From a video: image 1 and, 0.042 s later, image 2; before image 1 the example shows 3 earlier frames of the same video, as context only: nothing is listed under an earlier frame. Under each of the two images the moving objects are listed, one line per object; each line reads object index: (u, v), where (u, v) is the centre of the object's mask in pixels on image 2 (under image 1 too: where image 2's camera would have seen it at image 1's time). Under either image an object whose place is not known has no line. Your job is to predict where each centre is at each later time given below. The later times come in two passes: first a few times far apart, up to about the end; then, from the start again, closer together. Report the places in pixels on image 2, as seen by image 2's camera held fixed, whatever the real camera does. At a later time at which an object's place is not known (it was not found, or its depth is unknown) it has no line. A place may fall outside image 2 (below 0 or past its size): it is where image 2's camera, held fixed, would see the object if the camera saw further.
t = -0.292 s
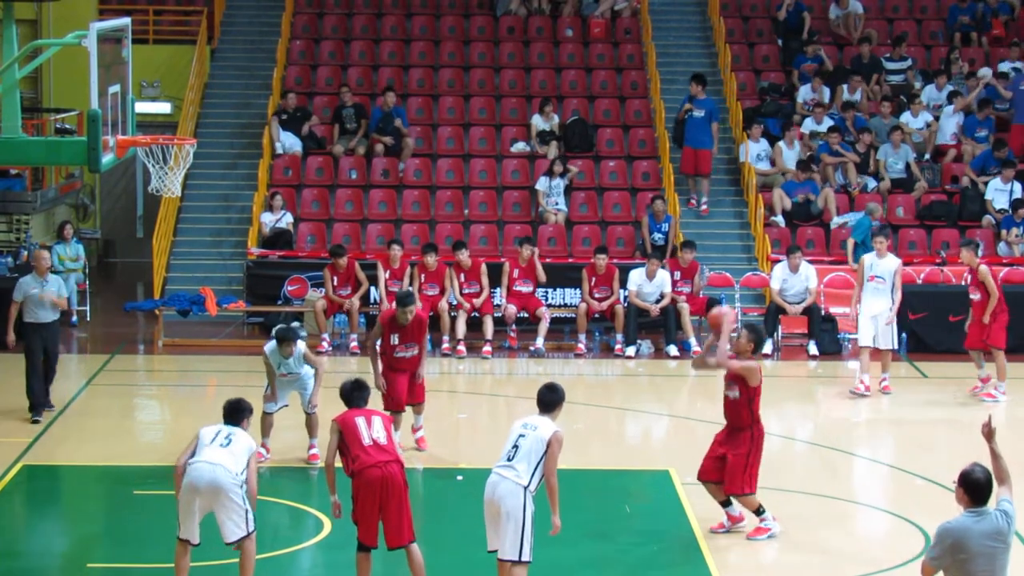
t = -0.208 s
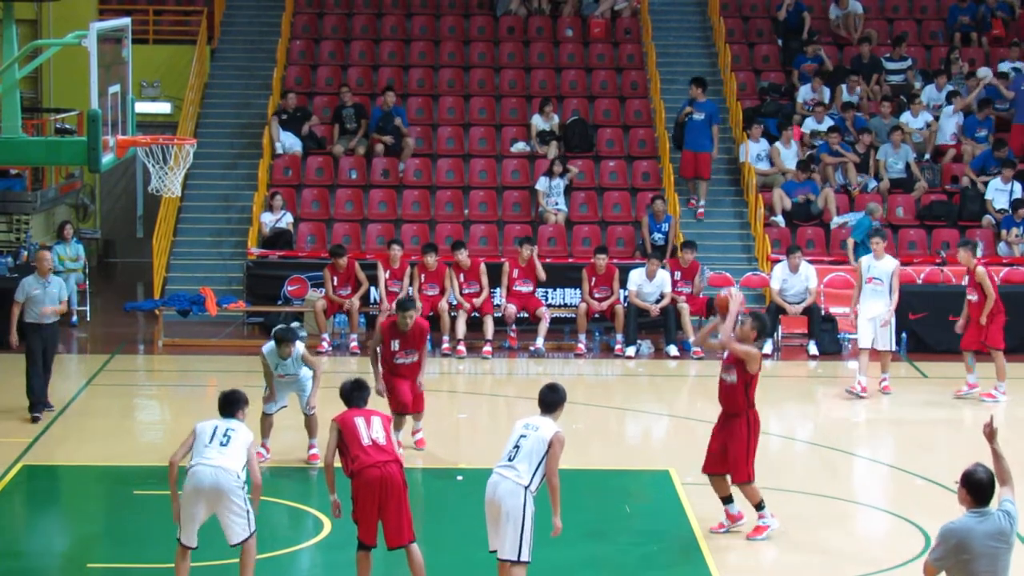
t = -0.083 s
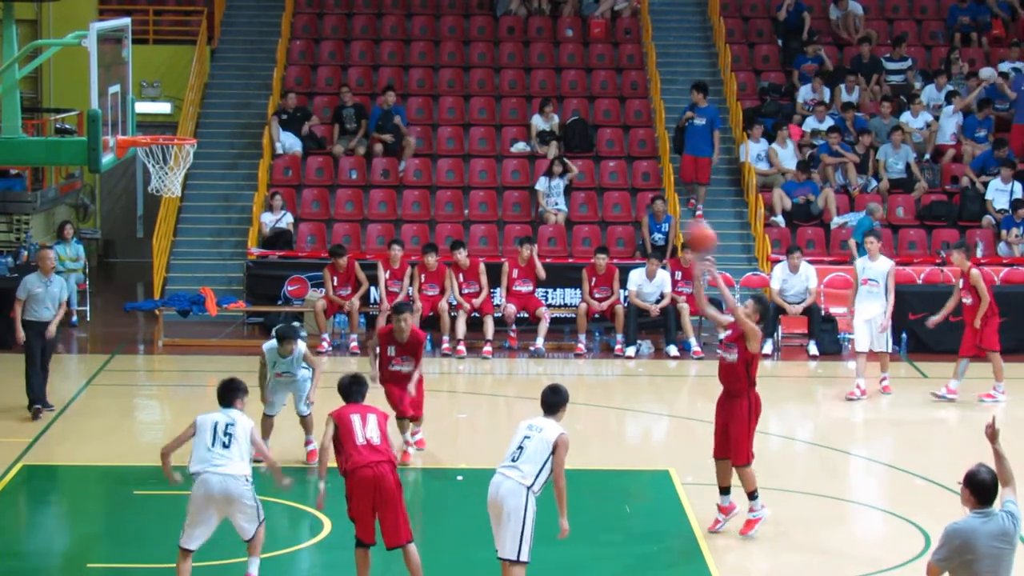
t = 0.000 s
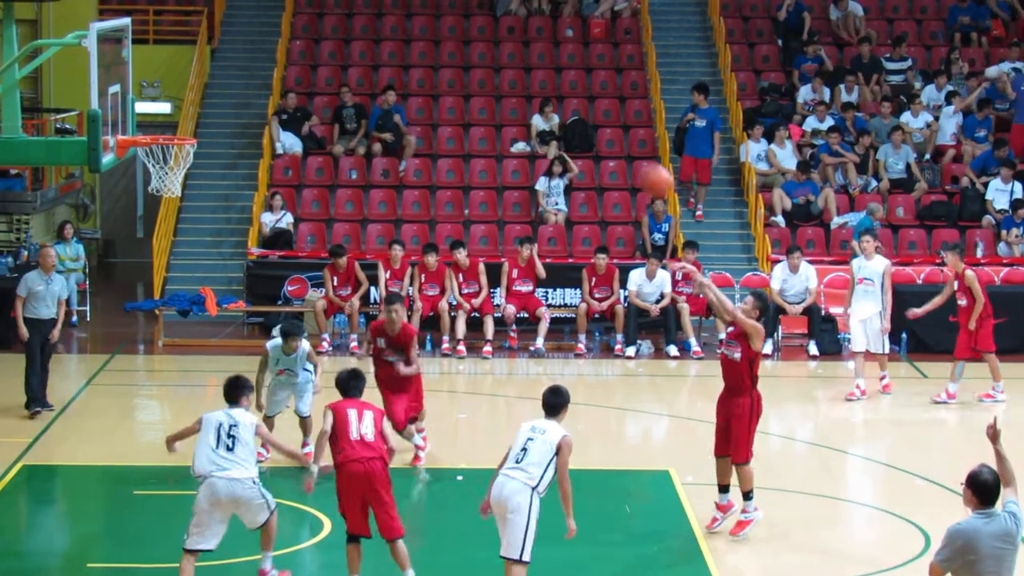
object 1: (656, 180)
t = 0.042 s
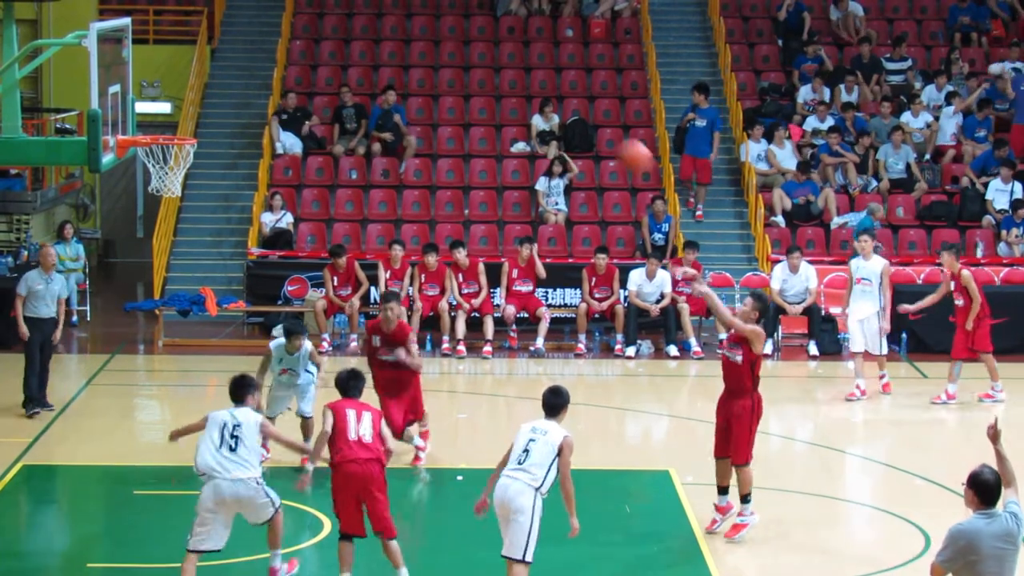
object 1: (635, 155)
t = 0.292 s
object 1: (504, 52)
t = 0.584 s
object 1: (351, 25)
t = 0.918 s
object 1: (176, 124)
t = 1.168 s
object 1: (141, 196)
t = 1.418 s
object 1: (147, 305)
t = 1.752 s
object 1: (163, 489)
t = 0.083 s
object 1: (613, 136)
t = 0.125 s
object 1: (592, 114)
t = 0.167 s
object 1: (570, 94)
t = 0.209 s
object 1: (547, 79)
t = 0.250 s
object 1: (527, 65)
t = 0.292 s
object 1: (504, 52)
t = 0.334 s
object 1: (483, 41)
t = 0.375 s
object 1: (460, 34)
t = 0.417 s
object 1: (440, 29)
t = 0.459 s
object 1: (418, 24)
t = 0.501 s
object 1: (395, 23)
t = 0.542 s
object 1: (372, 24)
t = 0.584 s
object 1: (351, 25)
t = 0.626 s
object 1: (331, 29)
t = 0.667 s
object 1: (308, 37)
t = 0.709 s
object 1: (286, 46)
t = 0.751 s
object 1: (263, 56)
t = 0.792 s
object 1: (243, 70)
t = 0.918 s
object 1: (176, 124)
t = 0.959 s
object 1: (160, 152)
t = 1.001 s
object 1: (141, 165)
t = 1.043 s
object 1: (138, 171)
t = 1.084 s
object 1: (139, 178)
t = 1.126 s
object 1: (140, 185)
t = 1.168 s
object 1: (141, 196)
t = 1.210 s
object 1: (142, 208)
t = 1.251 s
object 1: (143, 223)
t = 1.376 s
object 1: (146, 281)
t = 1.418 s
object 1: (147, 305)
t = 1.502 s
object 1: (150, 360)
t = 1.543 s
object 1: (151, 392)
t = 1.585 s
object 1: (152, 426)
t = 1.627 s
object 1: (152, 462)
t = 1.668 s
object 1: (152, 499)
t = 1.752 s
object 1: (163, 489)
